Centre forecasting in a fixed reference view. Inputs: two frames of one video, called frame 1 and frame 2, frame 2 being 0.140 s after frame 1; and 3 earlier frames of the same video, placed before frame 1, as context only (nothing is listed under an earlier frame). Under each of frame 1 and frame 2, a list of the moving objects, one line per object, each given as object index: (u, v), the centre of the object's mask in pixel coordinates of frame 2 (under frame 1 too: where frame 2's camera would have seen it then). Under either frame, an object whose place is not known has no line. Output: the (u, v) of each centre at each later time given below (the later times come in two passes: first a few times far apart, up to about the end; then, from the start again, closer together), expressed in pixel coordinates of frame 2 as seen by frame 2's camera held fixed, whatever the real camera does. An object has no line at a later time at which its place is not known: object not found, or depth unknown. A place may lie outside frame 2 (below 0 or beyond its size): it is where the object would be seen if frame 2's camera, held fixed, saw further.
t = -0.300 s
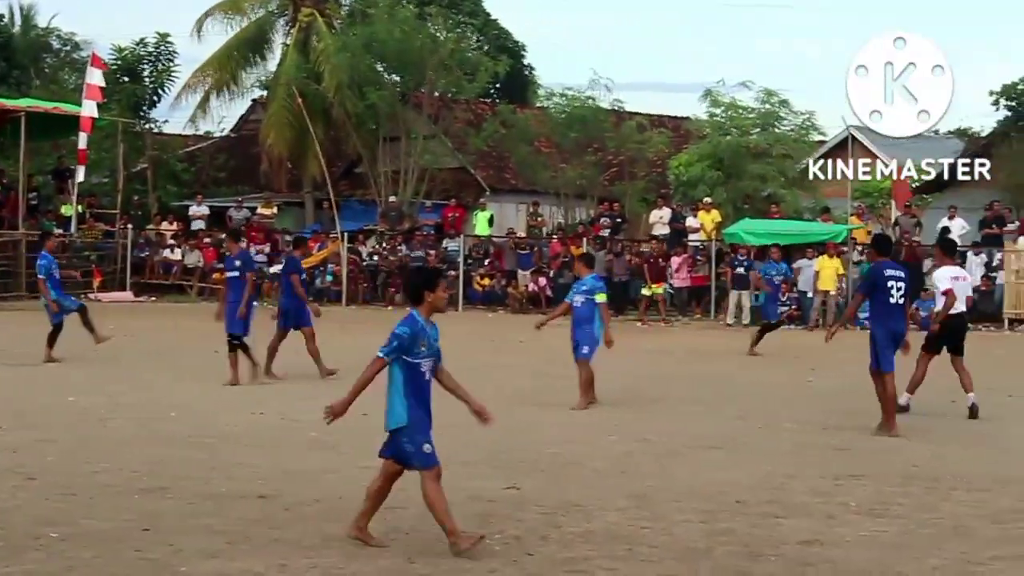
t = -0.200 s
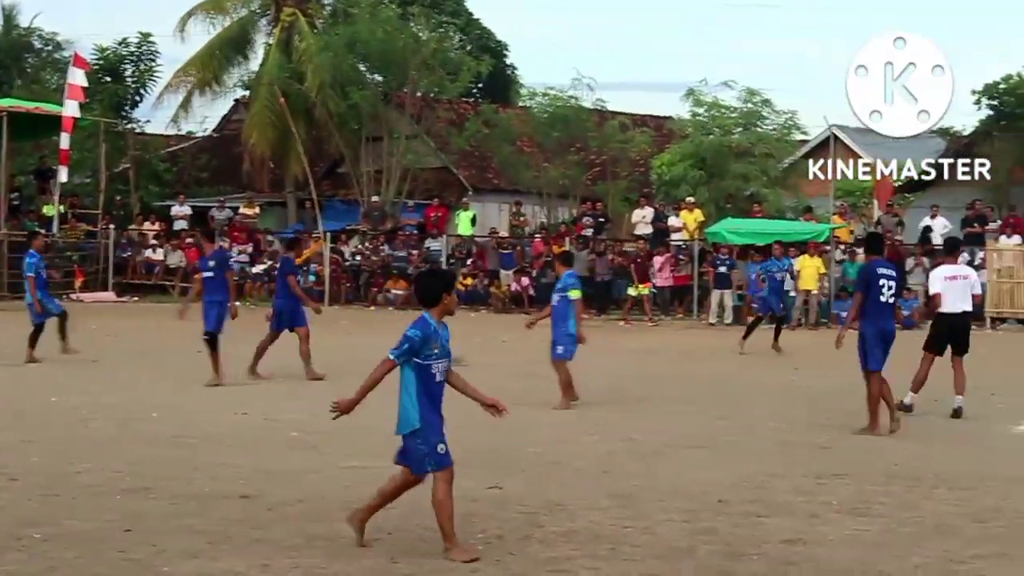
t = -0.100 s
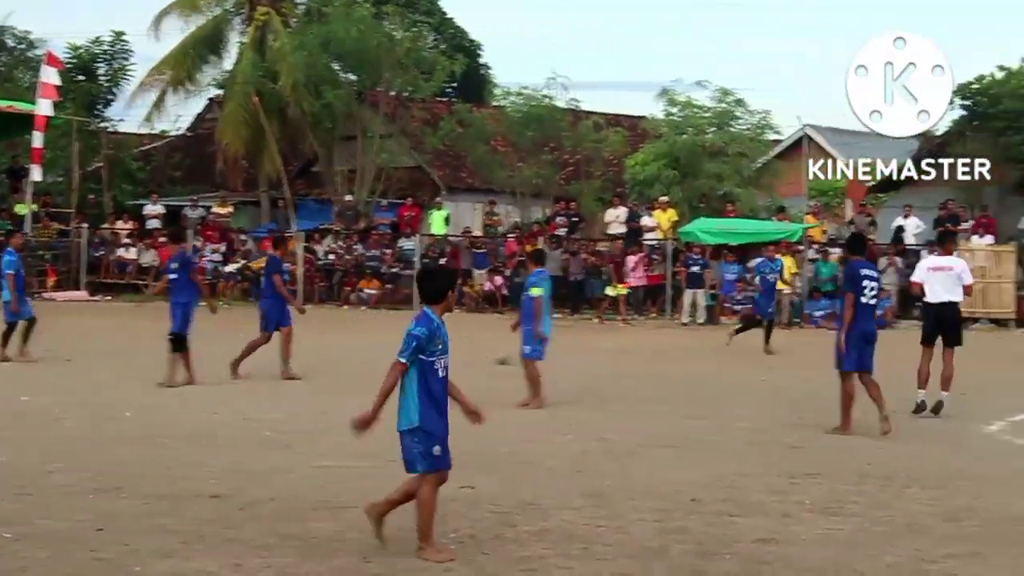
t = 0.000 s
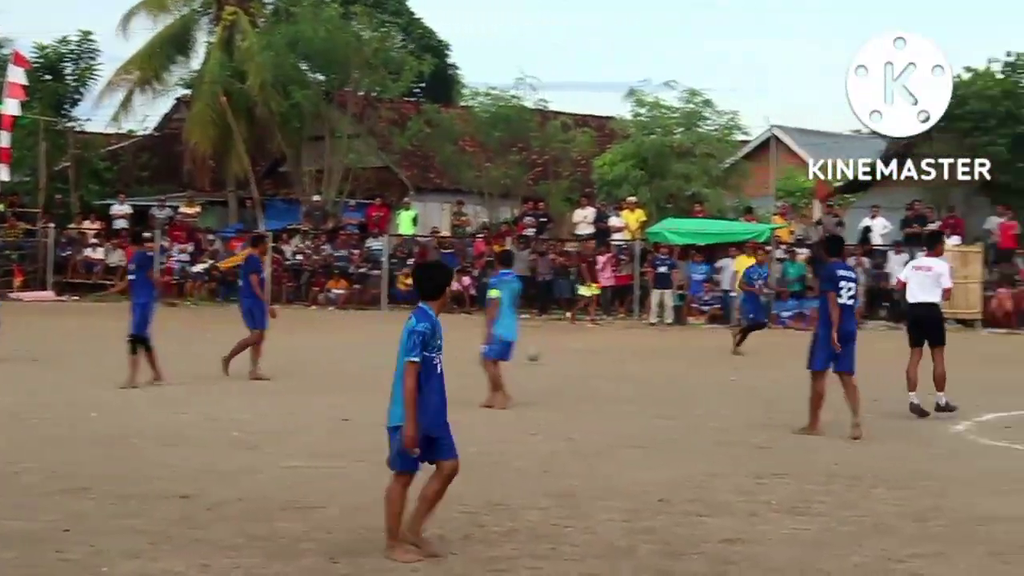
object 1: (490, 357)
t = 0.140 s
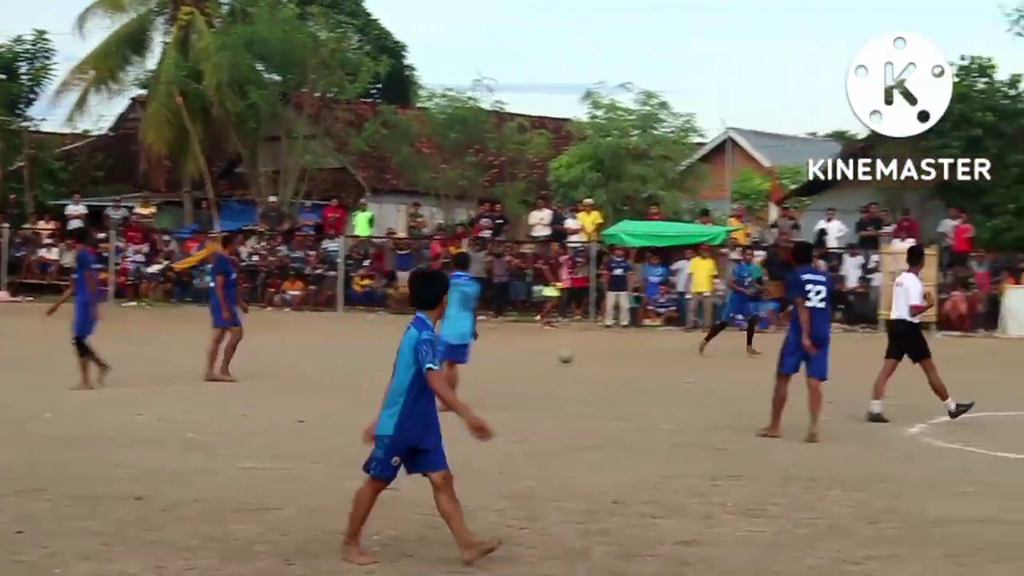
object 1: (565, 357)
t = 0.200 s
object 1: (594, 356)
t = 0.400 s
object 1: (684, 360)
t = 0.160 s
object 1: (575, 356)
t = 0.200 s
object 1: (594, 356)
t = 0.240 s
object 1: (612, 357)
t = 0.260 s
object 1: (621, 357)
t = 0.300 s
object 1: (639, 359)
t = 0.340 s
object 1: (658, 358)
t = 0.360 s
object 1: (667, 358)
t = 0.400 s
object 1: (684, 360)
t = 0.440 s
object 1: (702, 359)
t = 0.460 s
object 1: (711, 360)
